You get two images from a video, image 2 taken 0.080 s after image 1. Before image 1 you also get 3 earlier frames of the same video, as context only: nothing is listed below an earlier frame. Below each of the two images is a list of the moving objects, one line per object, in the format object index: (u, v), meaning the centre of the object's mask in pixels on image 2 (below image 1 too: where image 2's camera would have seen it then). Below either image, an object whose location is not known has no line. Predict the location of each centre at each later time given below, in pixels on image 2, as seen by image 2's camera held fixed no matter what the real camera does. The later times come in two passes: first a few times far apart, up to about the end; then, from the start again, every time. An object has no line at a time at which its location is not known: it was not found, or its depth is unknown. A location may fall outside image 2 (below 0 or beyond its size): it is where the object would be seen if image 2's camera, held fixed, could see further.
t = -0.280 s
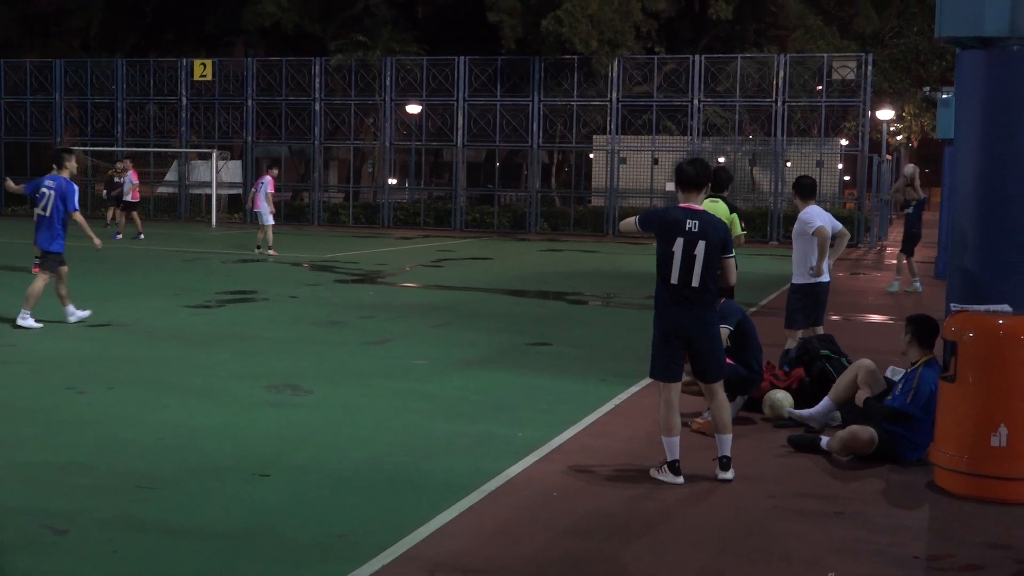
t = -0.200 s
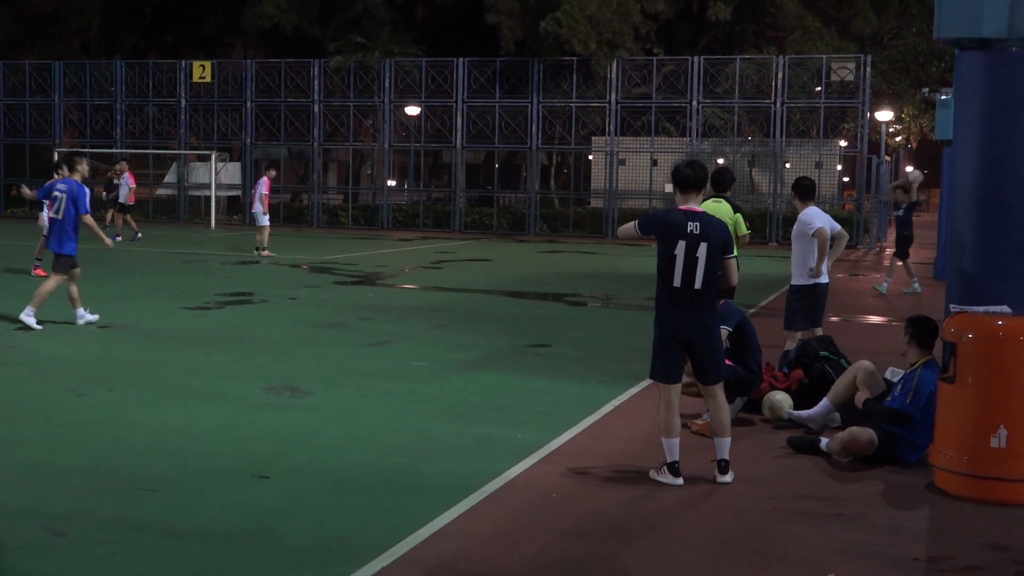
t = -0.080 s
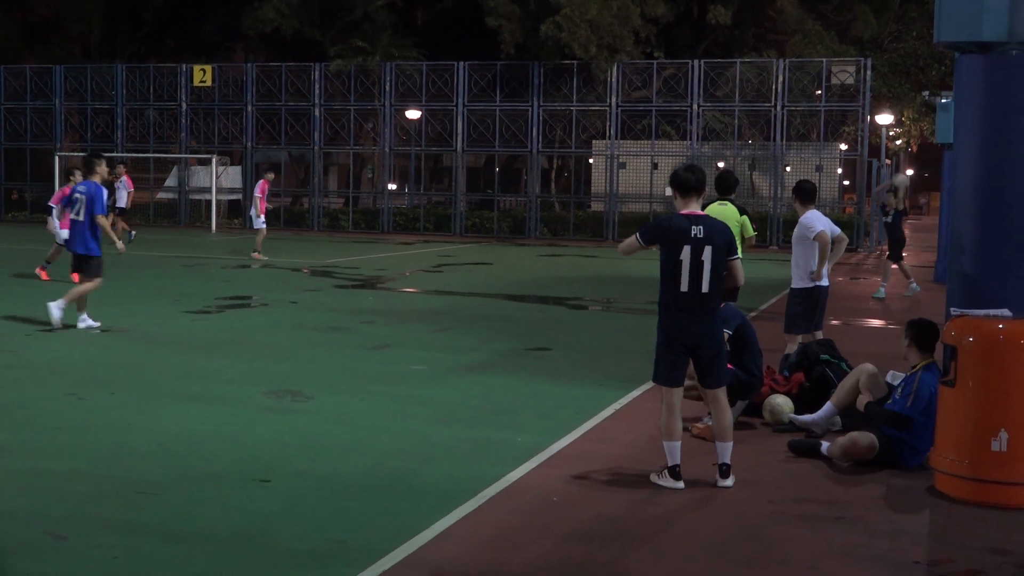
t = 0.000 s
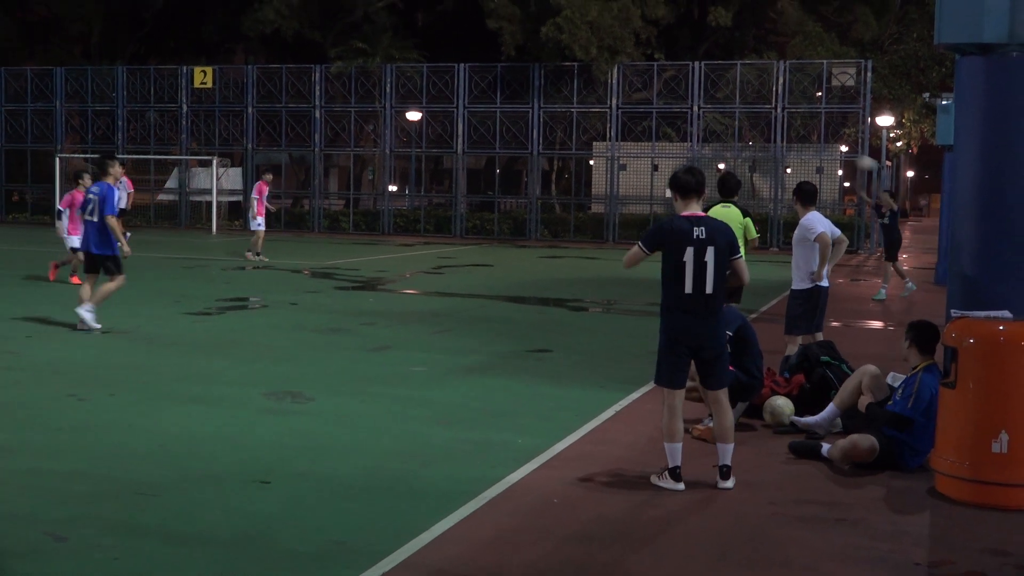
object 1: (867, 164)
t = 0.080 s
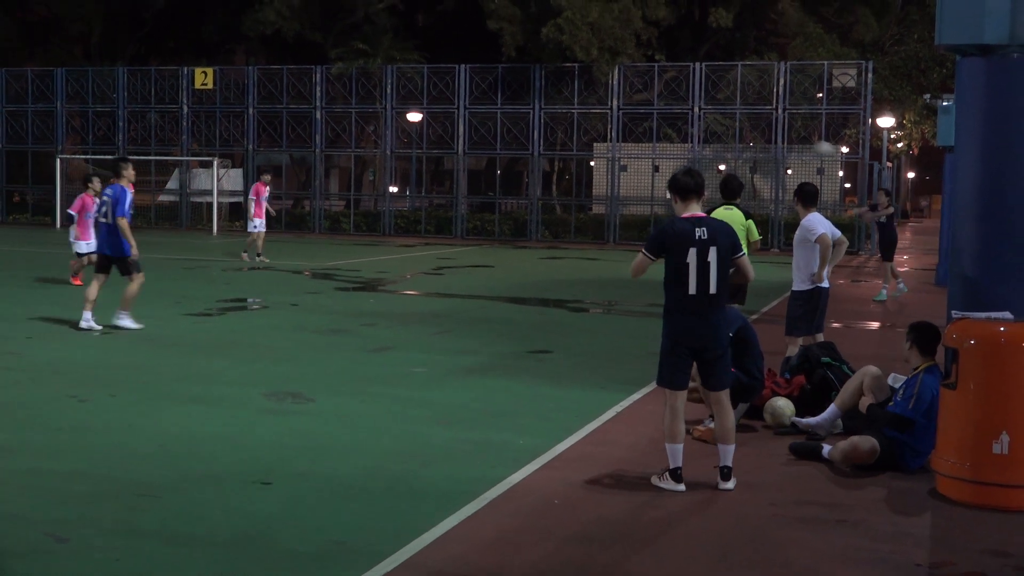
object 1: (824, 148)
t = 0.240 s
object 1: (735, 130)
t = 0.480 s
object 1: (587, 136)
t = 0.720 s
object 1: (423, 188)
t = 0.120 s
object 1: (802, 141)
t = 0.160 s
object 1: (780, 136)
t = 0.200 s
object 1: (757, 133)
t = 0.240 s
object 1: (735, 130)
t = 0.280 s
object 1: (711, 128)
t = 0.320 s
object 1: (686, 127)
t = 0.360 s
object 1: (662, 128)
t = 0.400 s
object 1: (638, 129)
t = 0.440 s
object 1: (613, 132)
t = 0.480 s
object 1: (587, 136)
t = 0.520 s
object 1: (561, 141)
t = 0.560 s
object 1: (534, 147)
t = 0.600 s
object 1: (507, 156)
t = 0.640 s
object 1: (480, 165)
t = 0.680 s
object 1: (452, 176)
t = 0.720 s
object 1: (423, 188)
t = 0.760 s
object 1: (393, 203)
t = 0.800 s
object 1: (363, 219)
